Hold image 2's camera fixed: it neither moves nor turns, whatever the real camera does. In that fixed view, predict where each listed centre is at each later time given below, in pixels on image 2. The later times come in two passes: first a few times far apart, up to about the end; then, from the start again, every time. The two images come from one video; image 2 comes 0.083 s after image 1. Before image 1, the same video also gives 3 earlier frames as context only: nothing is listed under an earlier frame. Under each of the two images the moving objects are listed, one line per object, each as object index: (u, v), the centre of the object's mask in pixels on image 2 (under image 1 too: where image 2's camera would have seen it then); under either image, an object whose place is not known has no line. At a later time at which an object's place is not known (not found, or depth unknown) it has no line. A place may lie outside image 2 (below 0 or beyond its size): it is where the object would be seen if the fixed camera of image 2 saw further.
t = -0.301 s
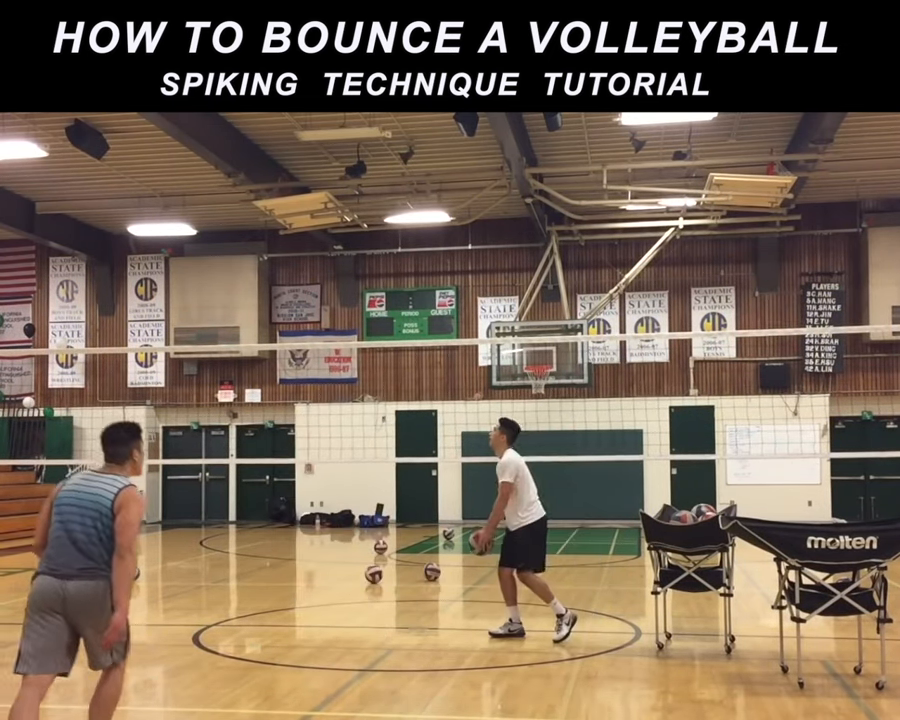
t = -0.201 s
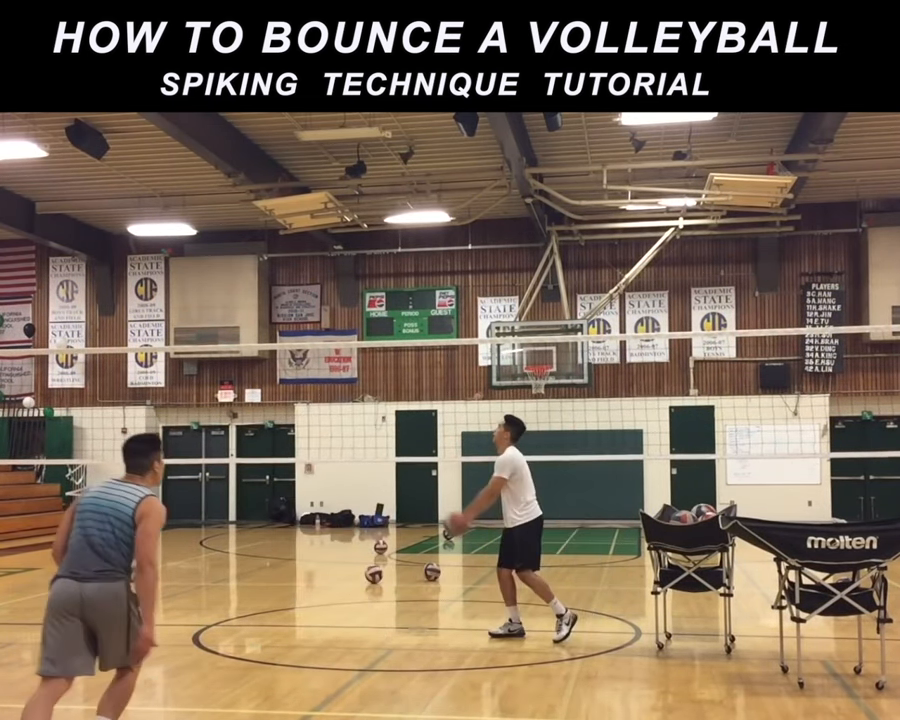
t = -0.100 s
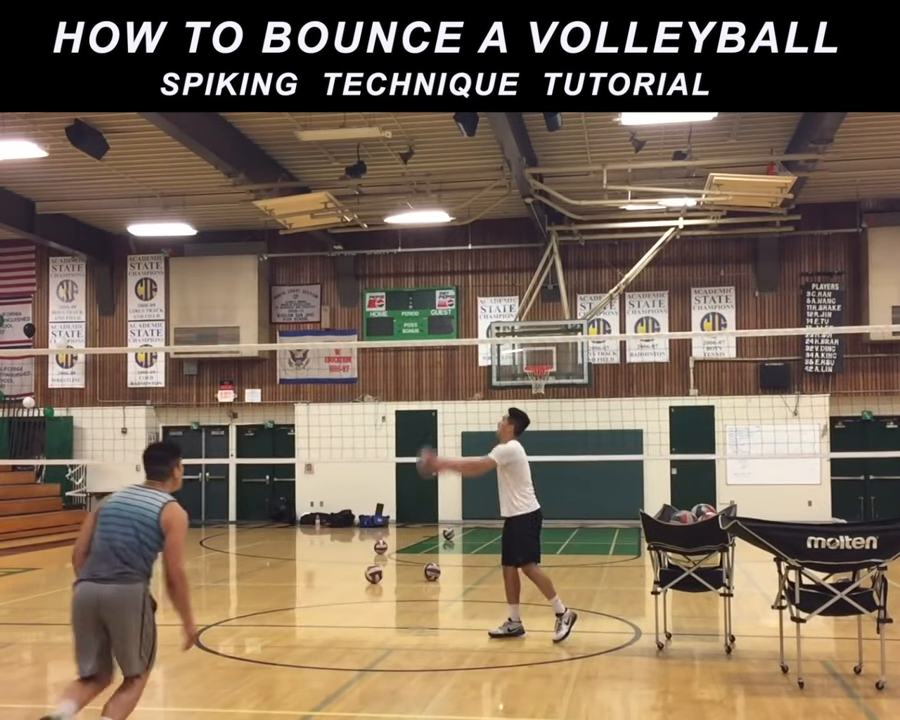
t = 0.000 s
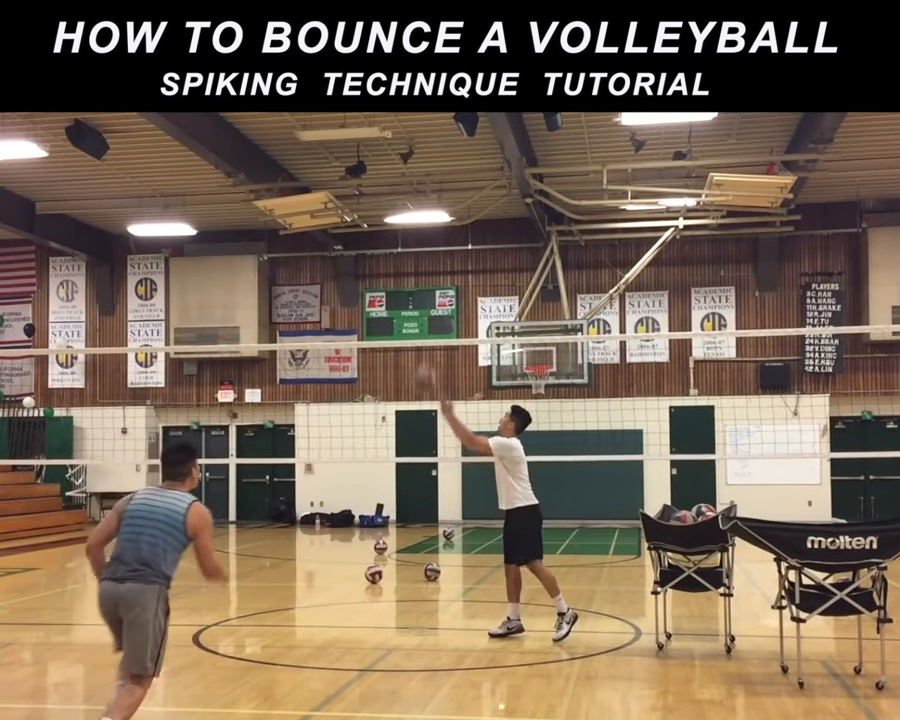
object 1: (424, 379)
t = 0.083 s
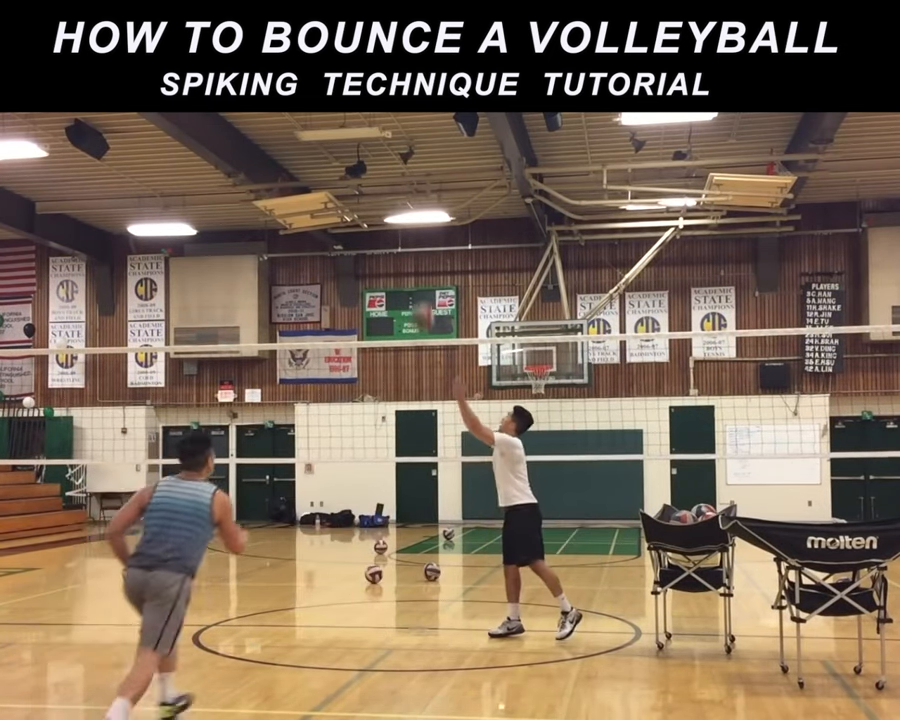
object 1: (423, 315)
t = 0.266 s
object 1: (417, 211)
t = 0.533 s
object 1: (412, 137)
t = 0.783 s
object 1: (408, 141)
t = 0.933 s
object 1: (405, 178)
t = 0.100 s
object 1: (422, 304)
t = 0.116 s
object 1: (421, 294)
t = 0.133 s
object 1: (422, 284)
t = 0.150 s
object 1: (421, 273)
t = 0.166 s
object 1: (420, 264)
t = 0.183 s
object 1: (420, 255)
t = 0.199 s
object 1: (419, 247)
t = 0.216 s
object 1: (419, 238)
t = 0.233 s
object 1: (419, 234)
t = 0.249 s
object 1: (419, 224)
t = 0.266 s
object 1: (417, 211)
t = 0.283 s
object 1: (417, 204)
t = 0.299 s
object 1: (418, 197)
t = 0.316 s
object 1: (417, 193)
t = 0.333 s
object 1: (417, 187)
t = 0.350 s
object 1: (417, 181)
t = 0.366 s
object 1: (418, 175)
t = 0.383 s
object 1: (417, 170)
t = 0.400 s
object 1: (416, 163)
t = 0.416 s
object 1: (415, 160)
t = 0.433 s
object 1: (414, 156)
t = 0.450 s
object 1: (414, 151)
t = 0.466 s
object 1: (414, 147)
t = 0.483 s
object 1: (414, 143)
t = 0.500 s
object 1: (413, 141)
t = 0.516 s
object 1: (413, 139)
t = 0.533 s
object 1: (412, 137)
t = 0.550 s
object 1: (412, 135)
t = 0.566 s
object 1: (412, 133)
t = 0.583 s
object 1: (412, 133)
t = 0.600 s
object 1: (411, 131)
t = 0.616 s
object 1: (411, 132)
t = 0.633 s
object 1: (411, 131)
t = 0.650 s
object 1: (411, 131)
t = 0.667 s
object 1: (410, 131)
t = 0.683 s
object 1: (410, 131)
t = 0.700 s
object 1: (409, 132)
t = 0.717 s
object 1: (409, 133)
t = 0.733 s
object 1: (409, 134)
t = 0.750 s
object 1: (408, 136)
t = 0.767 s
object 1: (408, 138)
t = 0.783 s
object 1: (408, 141)
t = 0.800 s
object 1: (407, 144)
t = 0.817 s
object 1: (407, 147)
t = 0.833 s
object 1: (407, 150)
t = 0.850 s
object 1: (407, 153)
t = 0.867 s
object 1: (406, 158)
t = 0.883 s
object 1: (406, 162)
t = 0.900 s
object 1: (406, 166)
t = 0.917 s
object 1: (405, 173)
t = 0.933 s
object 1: (405, 178)
